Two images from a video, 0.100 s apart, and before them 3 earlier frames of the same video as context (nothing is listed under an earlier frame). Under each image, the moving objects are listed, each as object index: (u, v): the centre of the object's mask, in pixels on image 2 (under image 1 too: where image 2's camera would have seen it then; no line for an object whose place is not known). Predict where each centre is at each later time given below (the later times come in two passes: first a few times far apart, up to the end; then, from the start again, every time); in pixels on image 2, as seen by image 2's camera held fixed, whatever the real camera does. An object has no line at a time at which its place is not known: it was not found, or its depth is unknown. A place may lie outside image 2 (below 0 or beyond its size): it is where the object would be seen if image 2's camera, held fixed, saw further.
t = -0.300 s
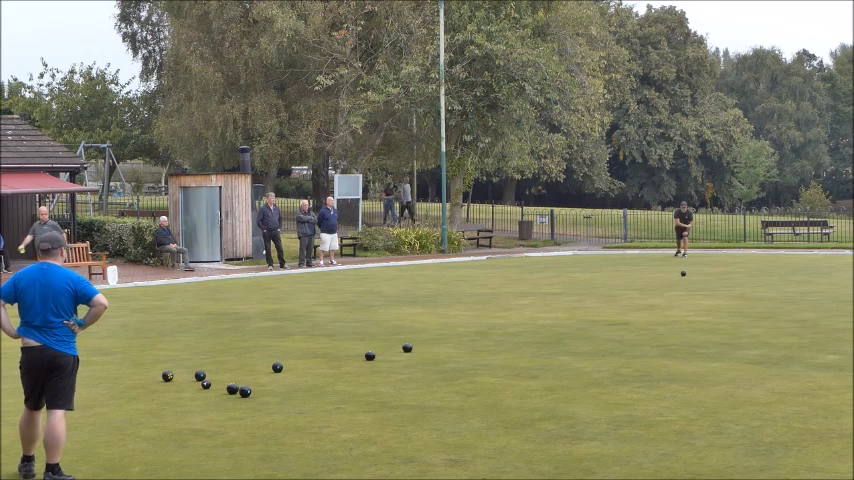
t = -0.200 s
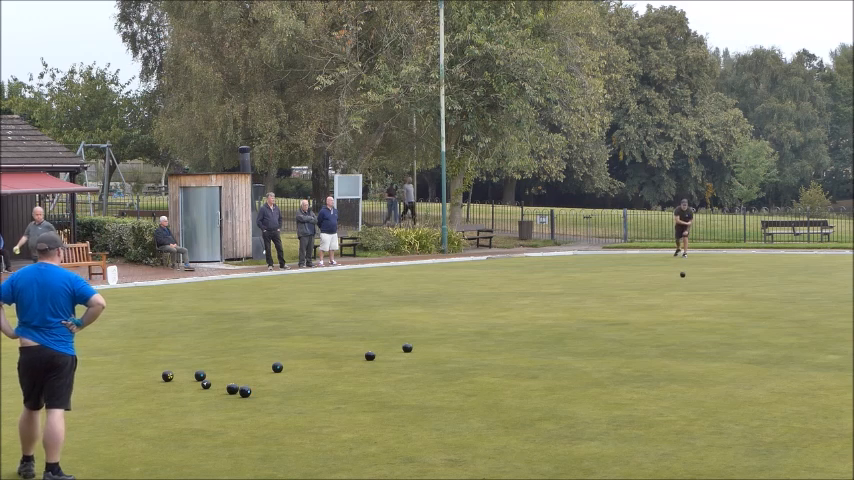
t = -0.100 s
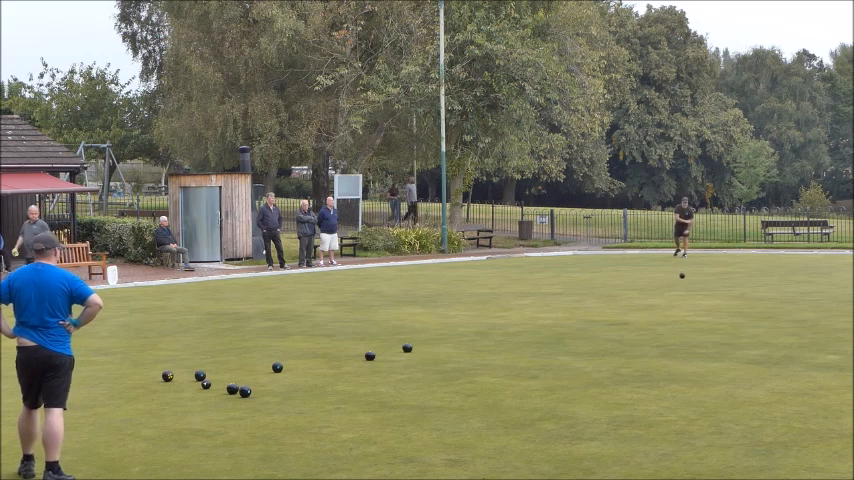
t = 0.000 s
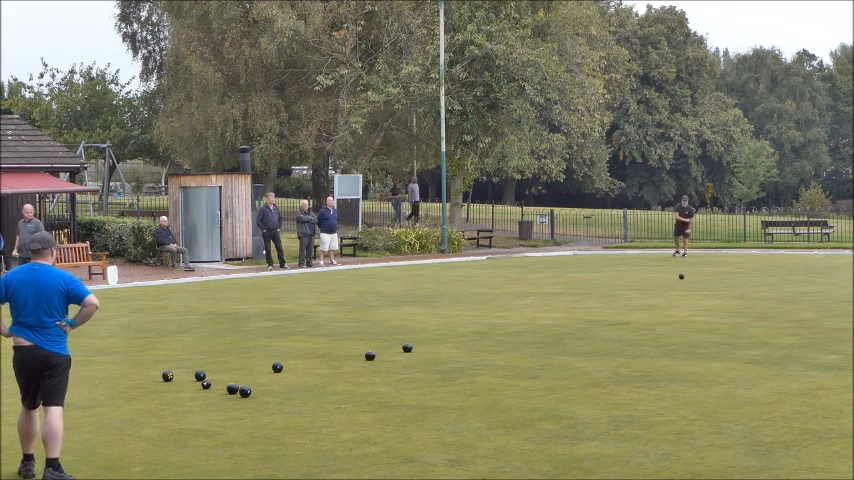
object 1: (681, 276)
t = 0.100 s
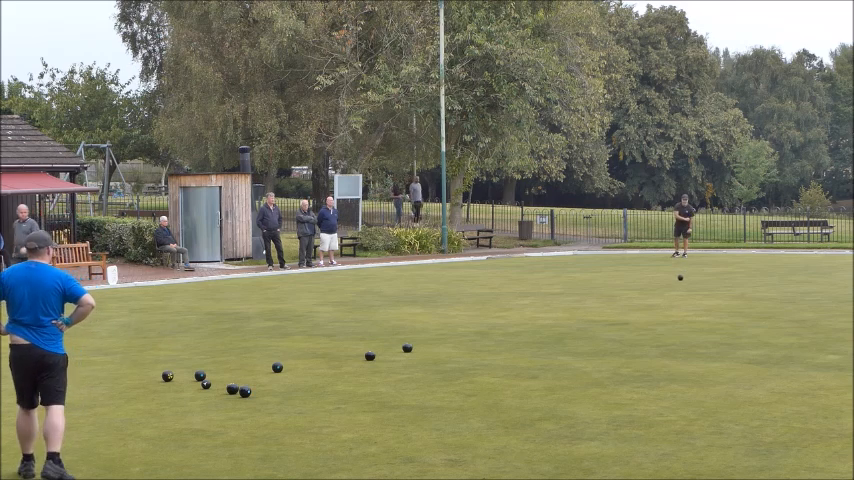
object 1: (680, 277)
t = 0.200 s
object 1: (679, 279)
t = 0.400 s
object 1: (676, 280)
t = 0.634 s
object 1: (673, 283)
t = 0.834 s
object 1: (669, 285)
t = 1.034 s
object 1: (665, 287)
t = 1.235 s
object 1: (660, 289)
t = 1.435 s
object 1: (655, 292)
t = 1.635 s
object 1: (649, 294)
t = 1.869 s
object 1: (642, 298)
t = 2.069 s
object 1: (635, 300)
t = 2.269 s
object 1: (627, 303)
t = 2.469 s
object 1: (619, 306)
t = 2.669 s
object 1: (610, 309)
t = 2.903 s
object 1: (599, 312)
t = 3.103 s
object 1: (589, 315)
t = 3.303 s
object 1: (579, 318)
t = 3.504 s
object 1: (568, 321)
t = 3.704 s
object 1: (557, 324)
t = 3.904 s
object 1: (545, 327)
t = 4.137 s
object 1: (532, 330)
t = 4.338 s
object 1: (519, 332)
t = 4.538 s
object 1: (507, 336)
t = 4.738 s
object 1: (492, 339)
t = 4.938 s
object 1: (479, 342)
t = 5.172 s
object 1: (465, 344)
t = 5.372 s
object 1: (452, 347)
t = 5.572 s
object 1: (439, 349)
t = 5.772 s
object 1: (426, 352)
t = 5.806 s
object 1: (424, 352)
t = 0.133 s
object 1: (679, 277)
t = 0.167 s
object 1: (679, 278)
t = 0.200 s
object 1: (679, 279)
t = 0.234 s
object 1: (678, 278)
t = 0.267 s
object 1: (678, 279)
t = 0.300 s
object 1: (678, 280)
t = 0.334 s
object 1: (677, 280)
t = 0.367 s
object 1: (677, 280)
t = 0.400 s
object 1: (676, 280)
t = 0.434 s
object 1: (676, 281)
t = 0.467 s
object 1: (675, 281)
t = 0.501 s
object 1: (675, 281)
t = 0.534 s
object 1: (674, 281)
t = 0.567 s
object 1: (674, 282)
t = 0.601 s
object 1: (673, 282)
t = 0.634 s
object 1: (673, 283)
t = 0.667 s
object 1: (672, 283)
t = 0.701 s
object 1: (671, 284)
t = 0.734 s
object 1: (671, 284)
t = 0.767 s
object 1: (670, 284)
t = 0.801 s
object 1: (669, 284)
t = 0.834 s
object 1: (669, 285)
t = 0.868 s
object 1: (668, 285)
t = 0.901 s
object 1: (667, 285)
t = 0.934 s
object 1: (667, 286)
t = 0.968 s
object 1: (666, 286)
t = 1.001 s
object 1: (665, 287)
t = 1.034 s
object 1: (665, 287)
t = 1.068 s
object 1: (664, 287)
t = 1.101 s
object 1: (663, 288)
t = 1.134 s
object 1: (663, 288)
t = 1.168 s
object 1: (662, 288)
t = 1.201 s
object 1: (661, 289)
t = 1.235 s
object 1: (660, 289)
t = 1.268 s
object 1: (659, 290)
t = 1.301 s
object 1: (658, 290)
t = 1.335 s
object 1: (658, 290)
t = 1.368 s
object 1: (657, 291)
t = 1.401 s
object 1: (656, 292)
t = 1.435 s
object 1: (655, 292)
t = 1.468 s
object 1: (654, 292)
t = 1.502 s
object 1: (653, 293)
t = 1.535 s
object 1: (652, 293)
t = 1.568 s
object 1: (651, 293)
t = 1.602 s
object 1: (650, 294)
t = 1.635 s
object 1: (649, 294)
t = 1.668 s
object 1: (648, 295)
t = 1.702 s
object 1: (647, 295)
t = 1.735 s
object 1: (646, 296)
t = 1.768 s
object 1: (645, 296)
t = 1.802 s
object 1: (644, 297)
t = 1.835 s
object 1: (643, 297)
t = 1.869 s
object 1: (642, 298)
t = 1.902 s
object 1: (640, 298)
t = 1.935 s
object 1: (640, 299)
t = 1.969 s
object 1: (638, 299)
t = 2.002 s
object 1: (637, 300)
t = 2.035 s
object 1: (636, 300)
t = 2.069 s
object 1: (635, 300)
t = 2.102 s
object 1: (633, 301)
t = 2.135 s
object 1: (632, 301)
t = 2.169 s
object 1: (631, 302)
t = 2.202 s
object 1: (629, 302)
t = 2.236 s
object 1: (629, 303)
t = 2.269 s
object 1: (627, 303)
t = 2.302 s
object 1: (625, 304)
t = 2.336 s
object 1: (625, 304)
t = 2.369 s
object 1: (623, 304)
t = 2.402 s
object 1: (621, 305)
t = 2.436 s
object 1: (621, 305)
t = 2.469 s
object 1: (619, 306)
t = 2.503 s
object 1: (617, 306)
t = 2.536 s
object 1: (616, 306)
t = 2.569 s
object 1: (614, 307)
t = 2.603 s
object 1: (613, 308)
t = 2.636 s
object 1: (612, 308)
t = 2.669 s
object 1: (610, 309)
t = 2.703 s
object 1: (608, 309)
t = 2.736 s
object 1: (607, 310)
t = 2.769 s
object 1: (605, 310)
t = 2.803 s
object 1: (603, 310)
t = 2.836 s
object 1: (603, 311)
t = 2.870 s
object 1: (601, 312)
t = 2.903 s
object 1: (599, 312)
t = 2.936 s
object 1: (598, 312)
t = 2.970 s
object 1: (596, 313)
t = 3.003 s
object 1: (594, 313)
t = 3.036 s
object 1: (593, 314)
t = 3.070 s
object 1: (591, 314)
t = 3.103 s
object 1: (589, 315)
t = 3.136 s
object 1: (588, 316)
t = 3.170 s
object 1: (586, 316)
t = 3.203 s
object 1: (584, 317)
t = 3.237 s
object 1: (583, 317)
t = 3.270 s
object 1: (581, 317)
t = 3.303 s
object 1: (579, 318)
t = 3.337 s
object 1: (578, 318)
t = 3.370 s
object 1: (576, 319)
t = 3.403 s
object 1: (573, 320)
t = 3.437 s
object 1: (572, 320)
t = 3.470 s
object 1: (570, 320)
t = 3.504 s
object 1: (568, 321)
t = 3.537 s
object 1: (567, 321)
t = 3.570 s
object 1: (565, 322)
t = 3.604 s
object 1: (563, 322)
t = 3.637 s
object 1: (561, 323)
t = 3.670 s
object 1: (559, 323)
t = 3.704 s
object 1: (557, 324)
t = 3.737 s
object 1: (556, 324)
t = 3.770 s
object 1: (553, 325)
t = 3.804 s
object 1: (551, 325)
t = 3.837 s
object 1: (550, 326)
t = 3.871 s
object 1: (547, 326)
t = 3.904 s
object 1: (545, 327)
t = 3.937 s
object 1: (544, 327)
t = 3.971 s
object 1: (541, 327)
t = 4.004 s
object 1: (539, 328)
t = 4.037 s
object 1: (538, 329)
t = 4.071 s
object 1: (536, 329)
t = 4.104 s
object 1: (533, 330)
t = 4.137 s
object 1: (532, 330)
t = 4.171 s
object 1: (529, 331)
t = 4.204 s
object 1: (527, 331)
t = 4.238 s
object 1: (525, 331)
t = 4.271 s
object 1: (523, 332)
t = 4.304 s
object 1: (521, 332)
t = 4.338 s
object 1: (519, 332)
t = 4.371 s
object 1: (517, 333)
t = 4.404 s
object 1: (514, 334)
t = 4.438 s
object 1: (513, 334)
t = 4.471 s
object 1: (510, 335)
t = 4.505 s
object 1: (508, 335)
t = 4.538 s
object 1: (507, 336)
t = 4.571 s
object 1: (504, 336)
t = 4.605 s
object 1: (501, 337)
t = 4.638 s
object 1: (499, 337)
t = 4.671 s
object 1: (498, 337)
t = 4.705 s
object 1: (495, 338)
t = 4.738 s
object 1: (492, 339)
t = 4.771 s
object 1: (491, 339)
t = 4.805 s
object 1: (488, 340)
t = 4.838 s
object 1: (486, 340)
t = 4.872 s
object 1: (484, 341)
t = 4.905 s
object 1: (482, 341)
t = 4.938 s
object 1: (479, 342)
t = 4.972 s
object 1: (478, 342)
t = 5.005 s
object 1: (475, 342)
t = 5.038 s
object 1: (473, 343)
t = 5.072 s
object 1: (471, 343)
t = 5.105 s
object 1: (469, 344)
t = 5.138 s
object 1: (466, 344)
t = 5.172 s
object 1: (465, 344)
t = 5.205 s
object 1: (462, 345)
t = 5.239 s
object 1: (459, 346)
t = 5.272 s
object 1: (458, 346)
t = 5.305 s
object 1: (455, 346)
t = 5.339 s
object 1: (453, 347)
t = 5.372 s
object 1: (452, 347)
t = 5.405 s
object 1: (449, 348)
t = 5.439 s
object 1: (446, 348)
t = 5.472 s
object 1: (445, 348)
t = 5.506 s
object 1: (442, 349)
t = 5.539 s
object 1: (440, 349)
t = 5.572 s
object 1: (439, 349)
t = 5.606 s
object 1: (436, 350)
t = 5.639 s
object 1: (434, 350)
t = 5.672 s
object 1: (432, 350)
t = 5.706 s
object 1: (430, 351)
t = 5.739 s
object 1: (427, 351)
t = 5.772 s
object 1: (426, 352)
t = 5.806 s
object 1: (424, 352)
